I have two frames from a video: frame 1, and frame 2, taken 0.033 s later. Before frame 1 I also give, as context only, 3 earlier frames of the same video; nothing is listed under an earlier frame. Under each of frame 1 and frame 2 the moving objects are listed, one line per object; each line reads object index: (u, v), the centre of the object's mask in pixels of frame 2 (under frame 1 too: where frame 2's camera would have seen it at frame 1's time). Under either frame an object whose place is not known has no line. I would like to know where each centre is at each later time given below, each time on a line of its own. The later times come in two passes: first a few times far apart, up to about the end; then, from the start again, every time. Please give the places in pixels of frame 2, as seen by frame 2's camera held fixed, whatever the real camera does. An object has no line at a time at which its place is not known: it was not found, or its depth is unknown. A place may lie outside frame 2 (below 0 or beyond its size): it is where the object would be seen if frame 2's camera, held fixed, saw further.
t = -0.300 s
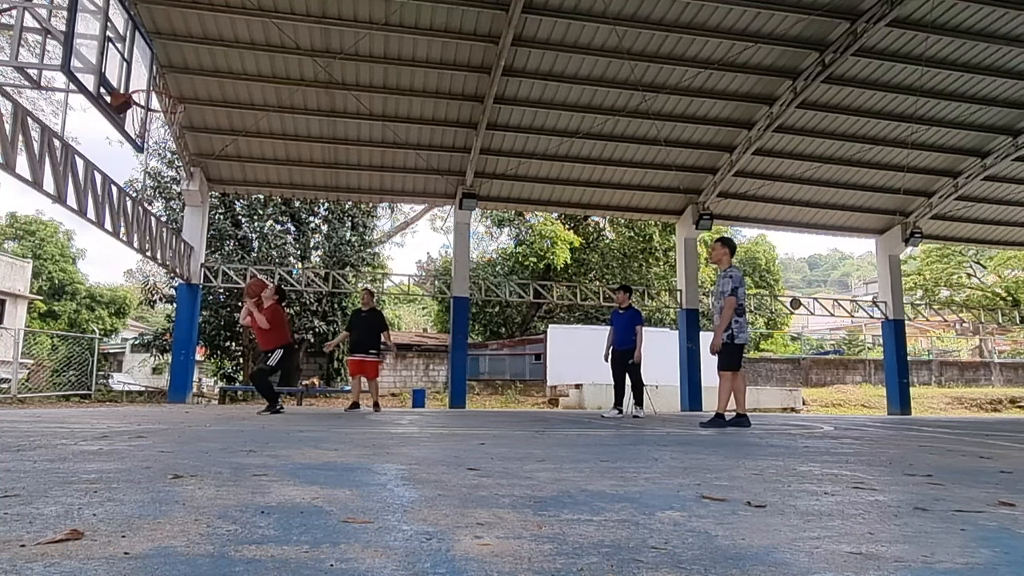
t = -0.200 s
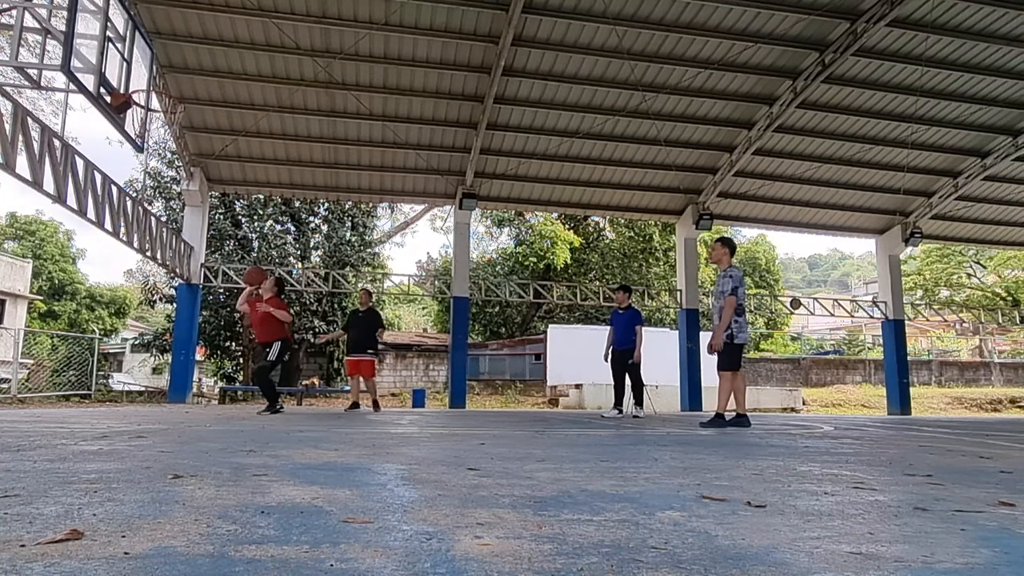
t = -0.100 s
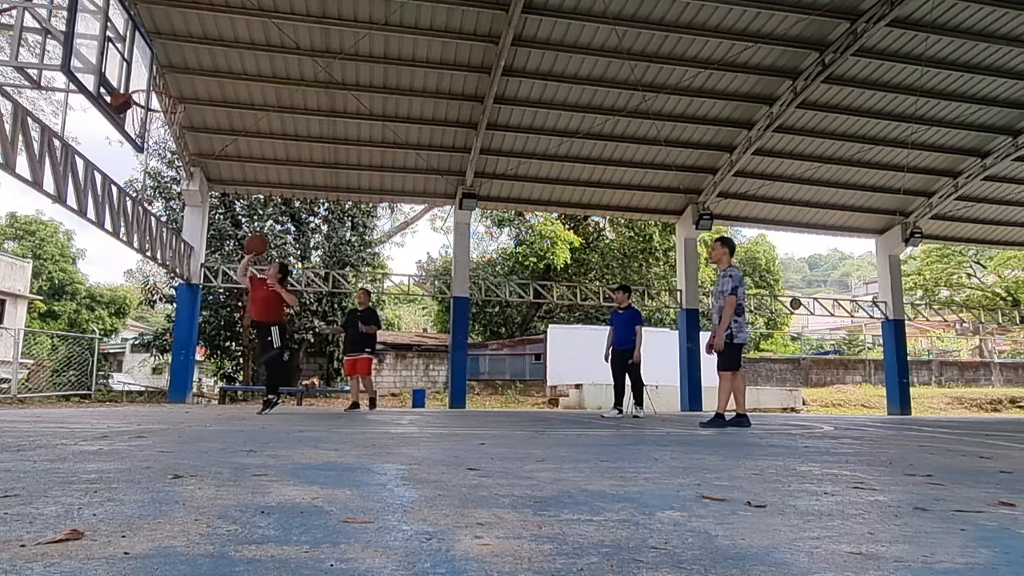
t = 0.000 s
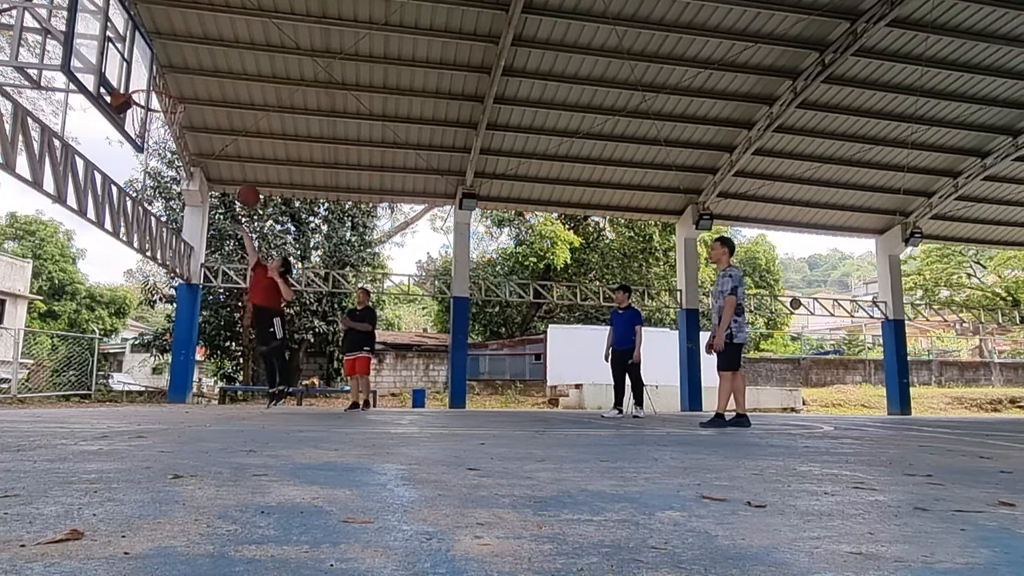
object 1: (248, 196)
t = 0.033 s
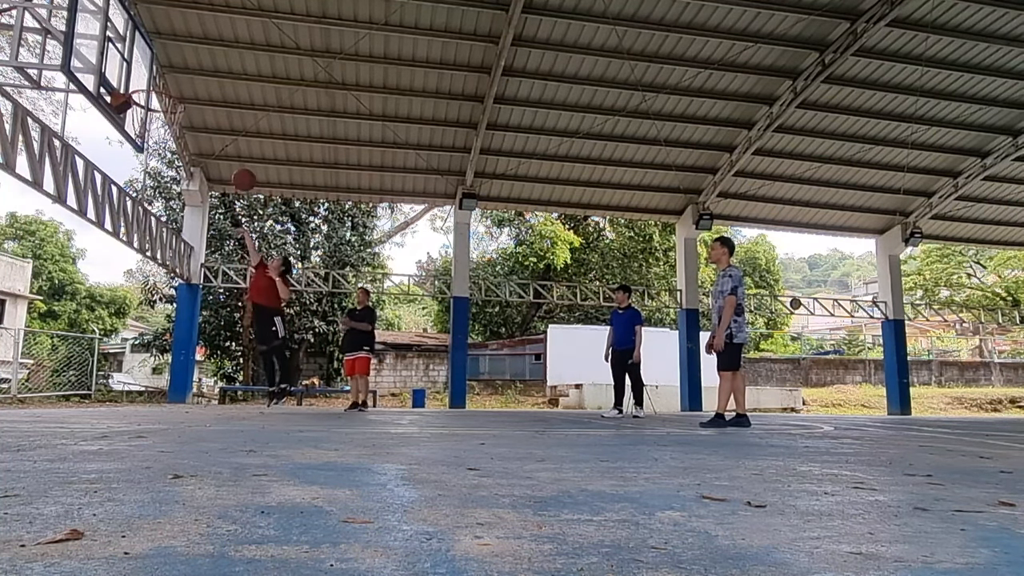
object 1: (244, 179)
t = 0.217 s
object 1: (221, 108)
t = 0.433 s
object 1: (190, 56)
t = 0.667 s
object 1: (148, 42)
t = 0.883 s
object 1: (117, 77)
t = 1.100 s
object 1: (131, 160)
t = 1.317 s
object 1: (138, 303)
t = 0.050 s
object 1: (242, 172)
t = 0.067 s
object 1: (240, 164)
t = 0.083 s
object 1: (238, 157)
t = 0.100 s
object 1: (236, 150)
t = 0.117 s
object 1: (235, 143)
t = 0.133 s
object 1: (232, 137)
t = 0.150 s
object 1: (230, 131)
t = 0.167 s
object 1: (228, 125)
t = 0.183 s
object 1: (226, 119)
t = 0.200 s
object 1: (223, 113)
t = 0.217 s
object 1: (221, 108)
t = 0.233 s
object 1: (219, 102)
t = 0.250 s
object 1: (217, 97)
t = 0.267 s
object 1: (215, 92)
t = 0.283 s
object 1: (212, 87)
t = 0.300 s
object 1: (210, 84)
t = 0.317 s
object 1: (207, 79)
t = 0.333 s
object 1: (205, 75)
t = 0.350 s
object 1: (203, 71)
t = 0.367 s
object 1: (200, 68)
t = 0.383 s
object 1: (197, 64)
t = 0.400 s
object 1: (195, 61)
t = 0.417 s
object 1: (192, 58)
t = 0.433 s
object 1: (190, 56)
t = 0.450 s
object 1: (187, 54)
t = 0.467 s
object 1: (184, 51)
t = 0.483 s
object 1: (181, 49)
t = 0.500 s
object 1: (178, 48)
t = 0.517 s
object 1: (175, 46)
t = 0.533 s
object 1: (172, 45)
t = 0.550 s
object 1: (169, 44)
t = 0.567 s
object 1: (166, 42)
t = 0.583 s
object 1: (164, 42)
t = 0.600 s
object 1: (160, 41)
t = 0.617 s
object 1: (157, 41)
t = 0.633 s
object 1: (154, 41)
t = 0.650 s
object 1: (150, 42)
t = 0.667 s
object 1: (148, 42)
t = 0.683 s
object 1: (144, 43)
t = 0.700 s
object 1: (140, 45)
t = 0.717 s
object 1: (136, 47)
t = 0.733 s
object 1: (133, 48)
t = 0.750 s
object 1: (128, 50)
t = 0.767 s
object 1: (125, 52)
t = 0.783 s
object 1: (121, 55)
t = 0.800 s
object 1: (117, 58)
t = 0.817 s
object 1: (114, 62)
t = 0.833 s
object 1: (114, 65)
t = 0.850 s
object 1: (115, 68)
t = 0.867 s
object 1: (116, 72)
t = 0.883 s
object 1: (117, 77)
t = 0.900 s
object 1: (118, 82)
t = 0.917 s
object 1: (120, 86)
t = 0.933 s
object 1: (121, 91)
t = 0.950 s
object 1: (122, 98)
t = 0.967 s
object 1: (123, 103)
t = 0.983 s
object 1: (124, 107)
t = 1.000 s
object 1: (125, 115)
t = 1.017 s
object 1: (126, 121)
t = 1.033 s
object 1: (127, 128)
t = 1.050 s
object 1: (128, 136)
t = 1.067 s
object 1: (129, 144)
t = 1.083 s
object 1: (130, 152)
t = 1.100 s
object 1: (131, 160)
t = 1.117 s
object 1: (132, 169)
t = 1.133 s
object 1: (133, 178)
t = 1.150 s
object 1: (133, 187)
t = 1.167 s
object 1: (134, 197)
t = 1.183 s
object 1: (134, 207)
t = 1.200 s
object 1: (135, 218)
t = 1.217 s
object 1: (136, 229)
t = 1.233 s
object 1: (136, 240)
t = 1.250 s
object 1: (137, 252)
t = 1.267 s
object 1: (138, 264)
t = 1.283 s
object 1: (138, 277)
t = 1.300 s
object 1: (138, 290)
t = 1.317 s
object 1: (138, 303)
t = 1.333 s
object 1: (139, 317)
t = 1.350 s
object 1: (139, 331)
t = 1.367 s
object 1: (139, 346)
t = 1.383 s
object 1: (139, 361)
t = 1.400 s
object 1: (139, 377)
